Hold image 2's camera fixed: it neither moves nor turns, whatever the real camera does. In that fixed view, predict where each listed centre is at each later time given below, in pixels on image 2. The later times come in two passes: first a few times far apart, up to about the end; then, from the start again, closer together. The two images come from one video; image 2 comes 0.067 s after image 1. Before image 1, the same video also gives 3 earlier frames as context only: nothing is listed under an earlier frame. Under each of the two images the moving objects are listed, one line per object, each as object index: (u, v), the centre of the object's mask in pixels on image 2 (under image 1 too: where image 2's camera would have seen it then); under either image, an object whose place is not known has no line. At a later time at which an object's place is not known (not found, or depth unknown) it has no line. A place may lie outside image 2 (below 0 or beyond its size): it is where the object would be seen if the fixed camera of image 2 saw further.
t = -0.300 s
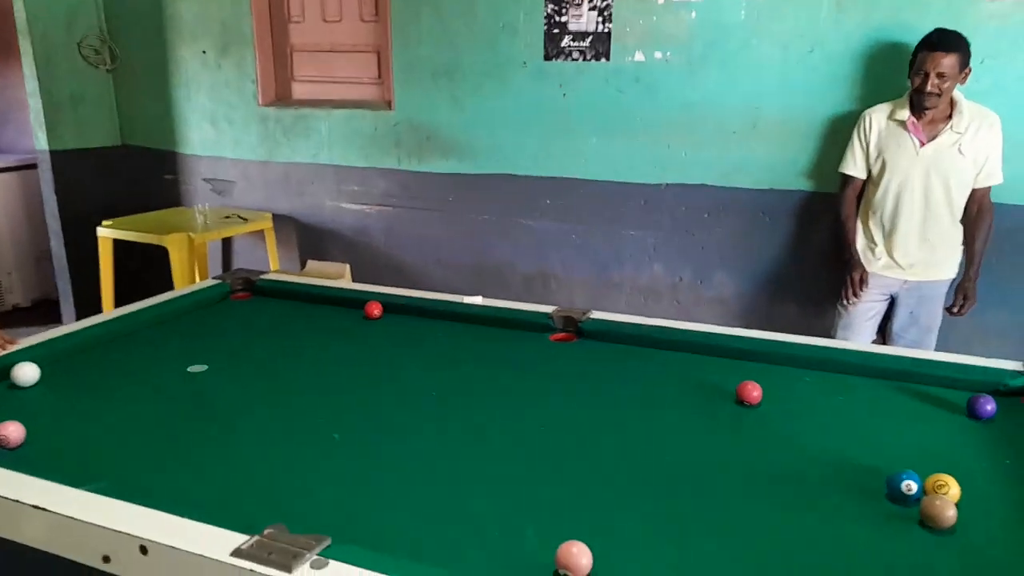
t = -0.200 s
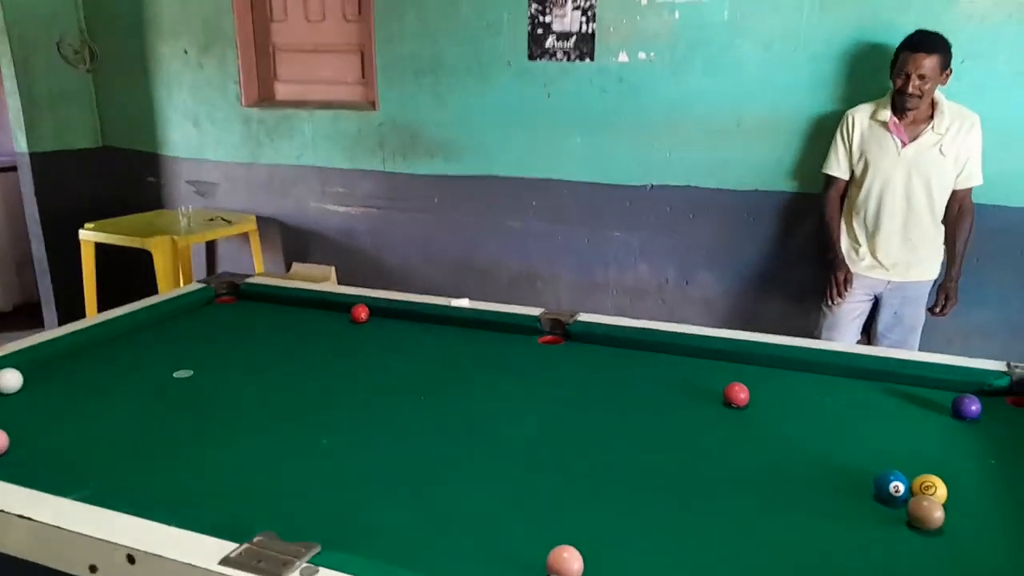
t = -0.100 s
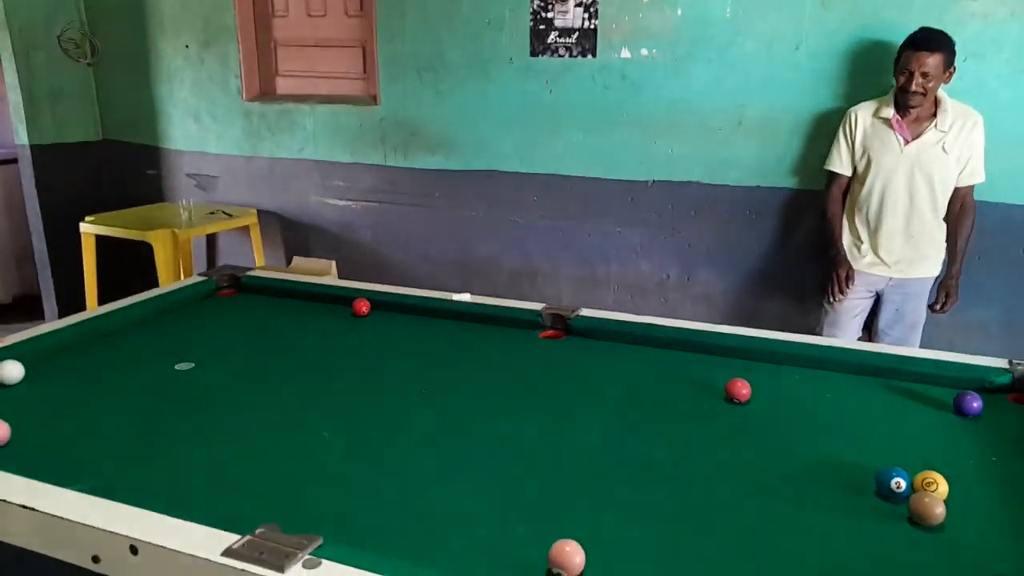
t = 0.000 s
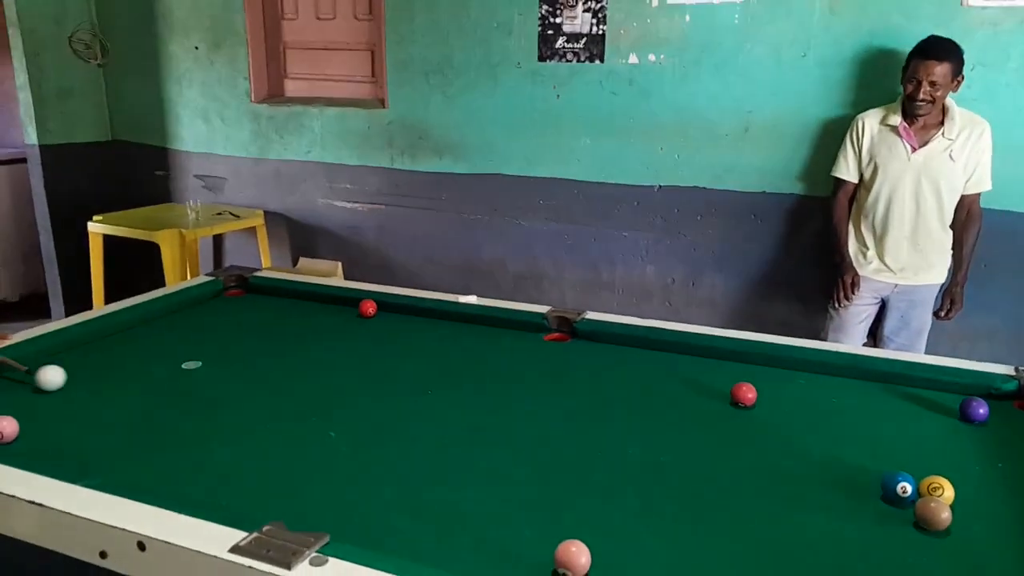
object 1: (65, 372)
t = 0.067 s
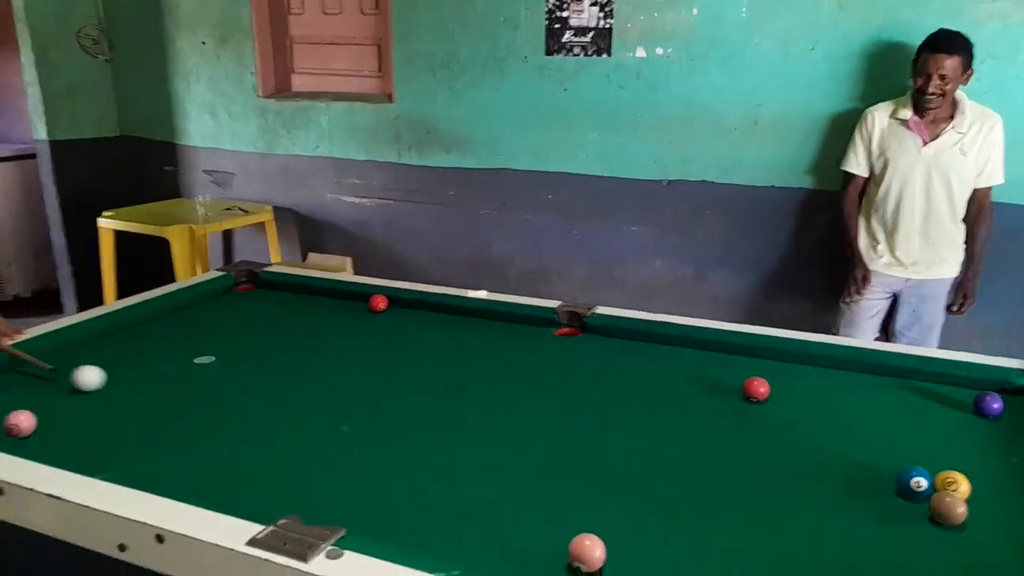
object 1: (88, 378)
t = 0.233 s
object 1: (146, 394)
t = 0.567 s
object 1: (276, 428)
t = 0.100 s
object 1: (100, 381)
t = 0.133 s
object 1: (111, 384)
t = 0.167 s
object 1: (122, 387)
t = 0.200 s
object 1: (134, 390)
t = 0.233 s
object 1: (146, 394)
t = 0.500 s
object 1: (249, 421)
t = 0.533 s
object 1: (263, 424)
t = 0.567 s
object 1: (276, 428)
